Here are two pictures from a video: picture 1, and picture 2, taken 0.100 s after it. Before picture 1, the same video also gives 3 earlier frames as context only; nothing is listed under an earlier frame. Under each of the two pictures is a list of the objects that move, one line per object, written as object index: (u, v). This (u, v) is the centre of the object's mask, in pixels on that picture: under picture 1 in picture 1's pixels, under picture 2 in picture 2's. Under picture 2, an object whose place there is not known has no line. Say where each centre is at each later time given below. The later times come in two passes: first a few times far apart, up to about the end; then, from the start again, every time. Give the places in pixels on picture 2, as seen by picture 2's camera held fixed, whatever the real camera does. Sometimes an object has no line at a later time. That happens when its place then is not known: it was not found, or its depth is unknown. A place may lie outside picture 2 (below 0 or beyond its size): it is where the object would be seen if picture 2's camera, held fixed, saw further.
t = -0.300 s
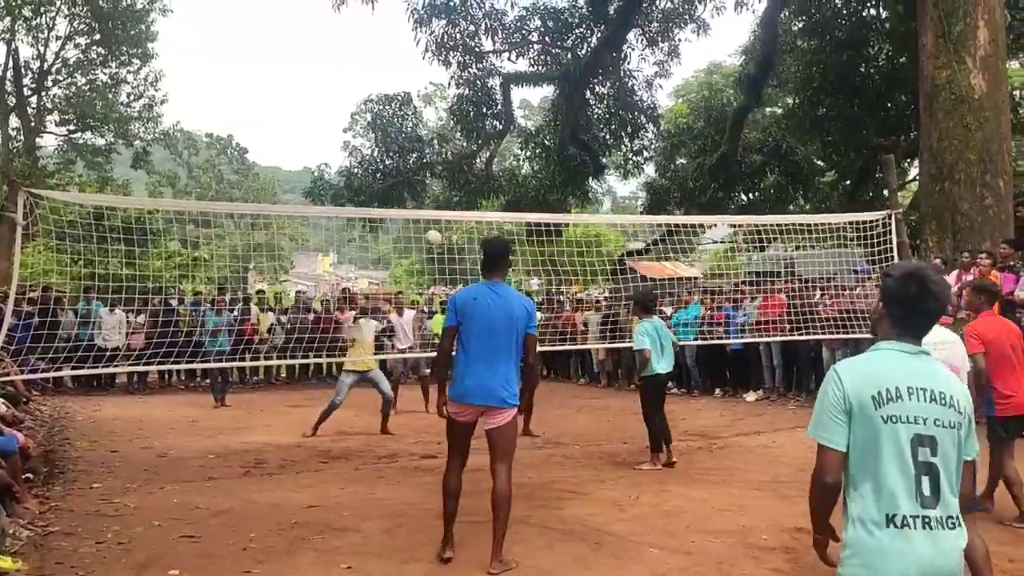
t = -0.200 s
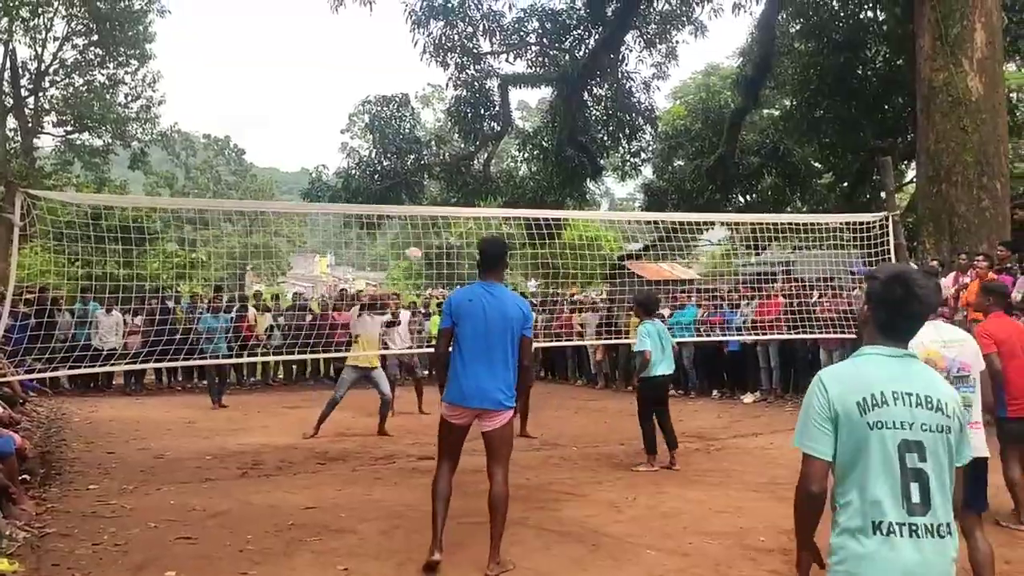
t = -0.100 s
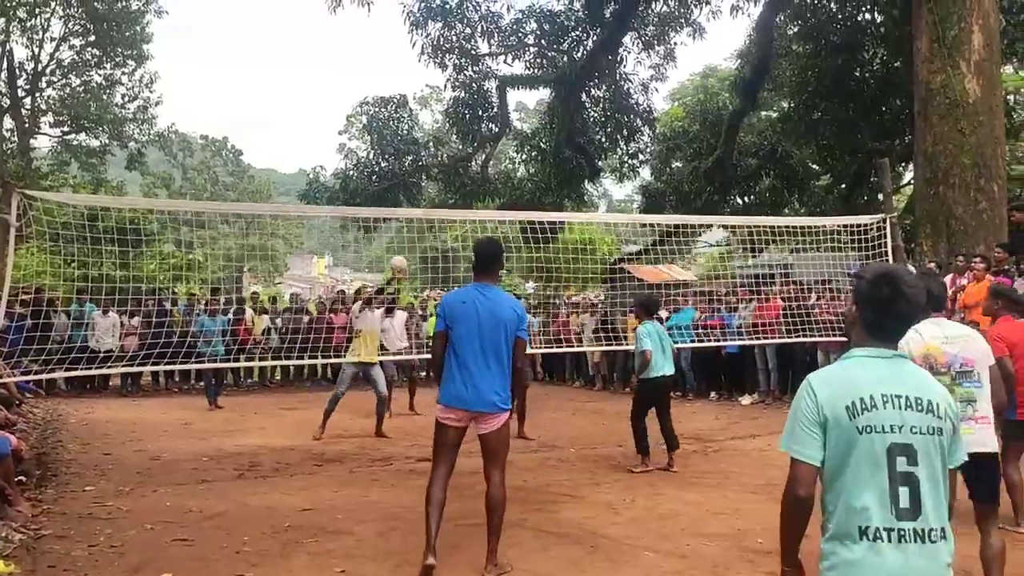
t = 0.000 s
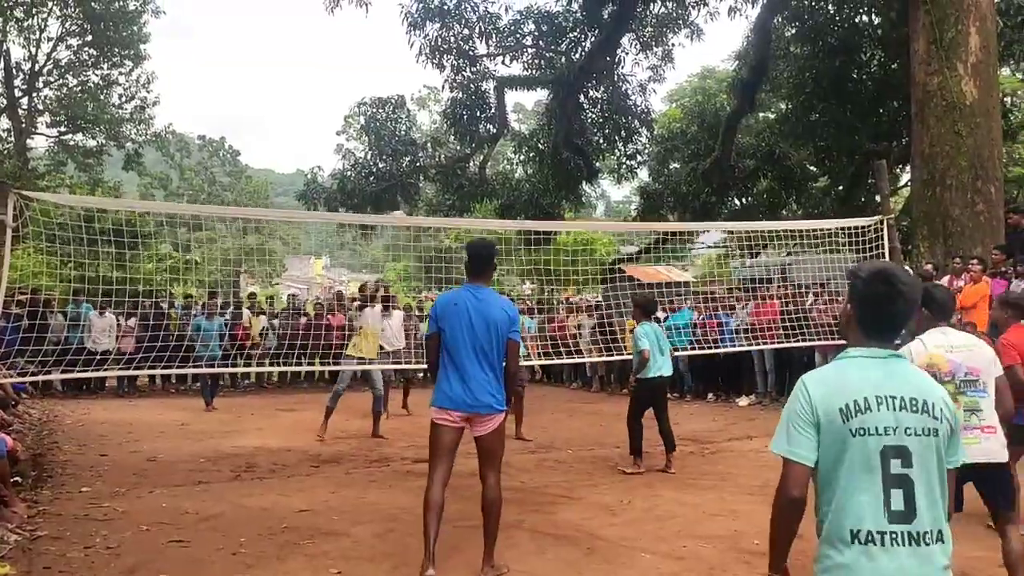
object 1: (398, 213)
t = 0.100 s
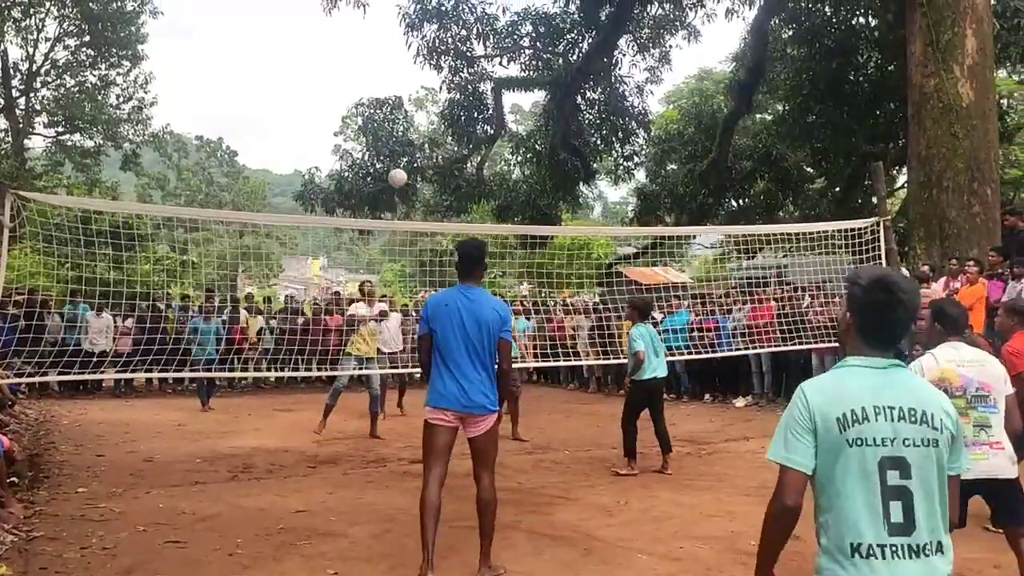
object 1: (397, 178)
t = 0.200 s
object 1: (400, 142)
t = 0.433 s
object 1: (404, 80)
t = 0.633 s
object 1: (408, 73)
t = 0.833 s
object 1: (417, 146)
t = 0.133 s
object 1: (398, 165)
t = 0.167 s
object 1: (398, 153)
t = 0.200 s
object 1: (400, 142)
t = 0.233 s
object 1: (402, 131)
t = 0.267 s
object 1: (401, 119)
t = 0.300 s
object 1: (403, 111)
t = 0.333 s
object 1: (403, 103)
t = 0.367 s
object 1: (402, 93)
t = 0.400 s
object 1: (403, 86)
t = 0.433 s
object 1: (404, 80)
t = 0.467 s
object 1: (405, 75)
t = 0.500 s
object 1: (404, 71)
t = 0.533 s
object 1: (405, 70)
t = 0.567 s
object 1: (407, 69)
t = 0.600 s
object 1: (408, 70)
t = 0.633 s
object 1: (408, 73)
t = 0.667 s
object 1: (409, 77)
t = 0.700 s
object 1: (410, 85)
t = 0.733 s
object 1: (412, 96)
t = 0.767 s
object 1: (414, 108)
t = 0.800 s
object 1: (416, 125)
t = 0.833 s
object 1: (417, 146)
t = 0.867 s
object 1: (418, 172)
